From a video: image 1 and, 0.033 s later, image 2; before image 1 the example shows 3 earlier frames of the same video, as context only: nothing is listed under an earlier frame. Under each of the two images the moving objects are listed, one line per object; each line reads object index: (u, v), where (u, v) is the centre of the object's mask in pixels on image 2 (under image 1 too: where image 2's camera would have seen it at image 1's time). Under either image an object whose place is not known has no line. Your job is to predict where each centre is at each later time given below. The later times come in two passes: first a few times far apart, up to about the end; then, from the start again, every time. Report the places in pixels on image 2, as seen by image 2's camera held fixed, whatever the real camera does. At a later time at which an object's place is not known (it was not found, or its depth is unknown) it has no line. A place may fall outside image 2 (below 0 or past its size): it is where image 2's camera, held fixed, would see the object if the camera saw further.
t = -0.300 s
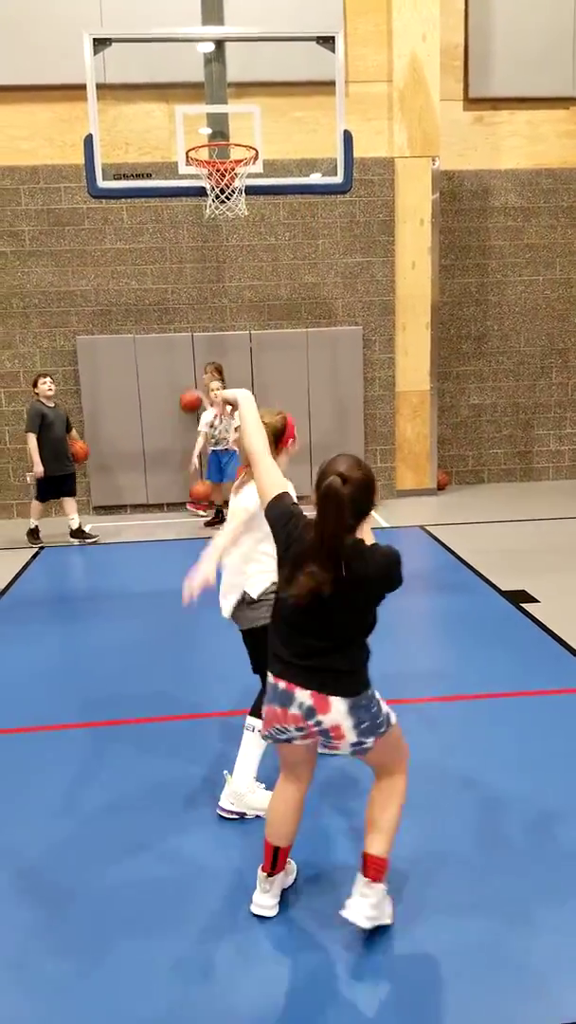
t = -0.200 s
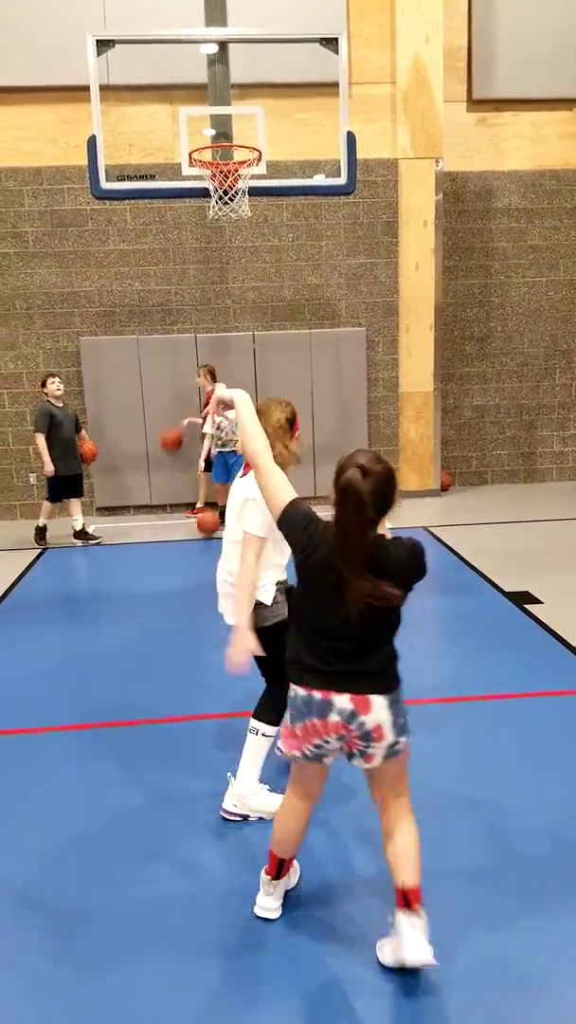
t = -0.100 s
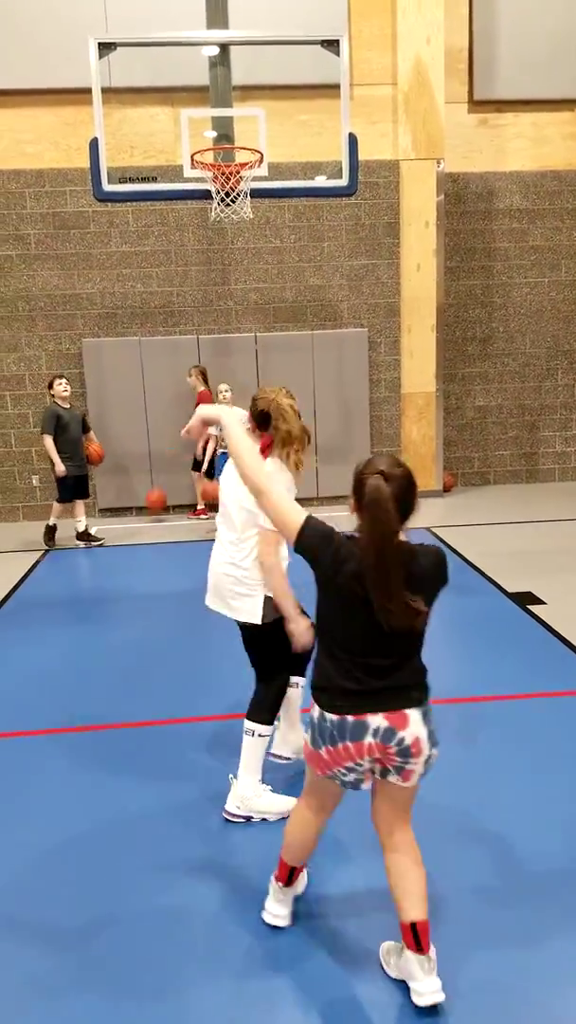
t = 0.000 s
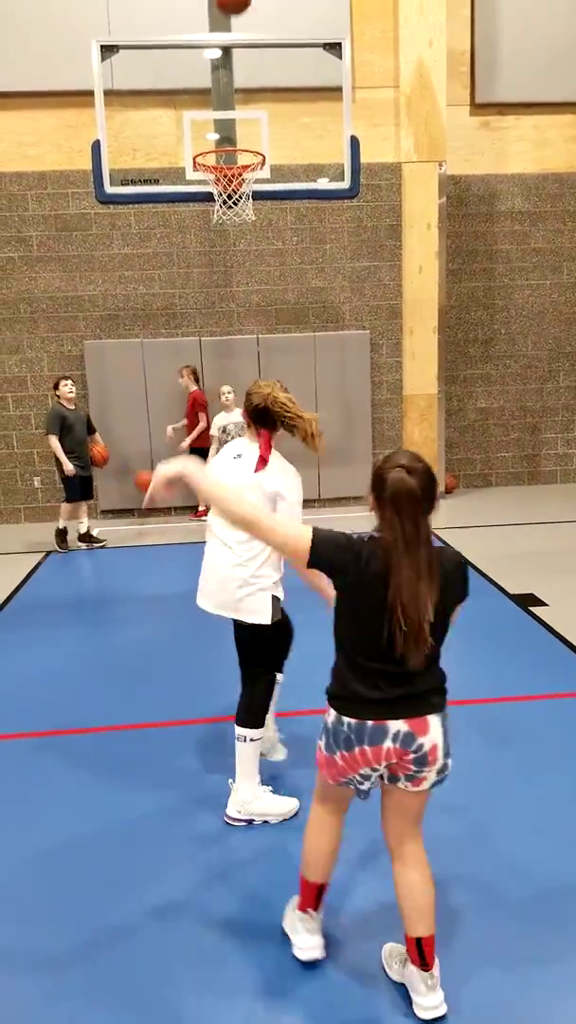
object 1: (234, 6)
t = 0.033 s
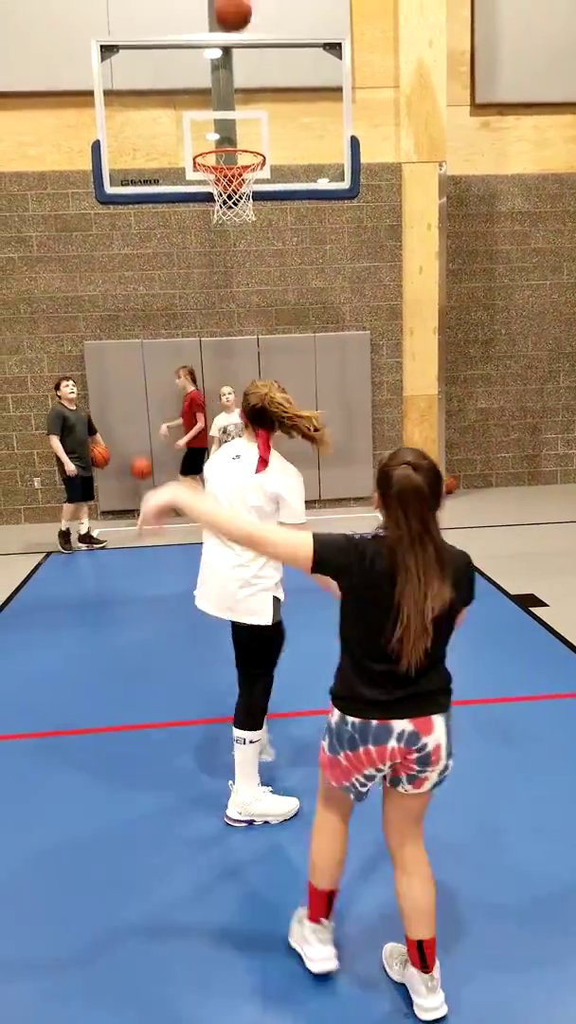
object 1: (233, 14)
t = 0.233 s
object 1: (235, 134)
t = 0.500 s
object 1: (241, 89)
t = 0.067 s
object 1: (233, 30)
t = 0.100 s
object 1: (234, 50)
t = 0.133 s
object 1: (233, 69)
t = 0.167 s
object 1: (234, 90)
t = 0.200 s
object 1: (234, 111)
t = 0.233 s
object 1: (235, 134)
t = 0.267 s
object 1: (236, 142)
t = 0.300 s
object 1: (236, 134)
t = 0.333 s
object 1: (236, 124)
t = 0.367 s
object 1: (237, 113)
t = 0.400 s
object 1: (237, 105)
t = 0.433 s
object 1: (238, 99)
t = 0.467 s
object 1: (240, 93)
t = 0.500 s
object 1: (241, 89)
